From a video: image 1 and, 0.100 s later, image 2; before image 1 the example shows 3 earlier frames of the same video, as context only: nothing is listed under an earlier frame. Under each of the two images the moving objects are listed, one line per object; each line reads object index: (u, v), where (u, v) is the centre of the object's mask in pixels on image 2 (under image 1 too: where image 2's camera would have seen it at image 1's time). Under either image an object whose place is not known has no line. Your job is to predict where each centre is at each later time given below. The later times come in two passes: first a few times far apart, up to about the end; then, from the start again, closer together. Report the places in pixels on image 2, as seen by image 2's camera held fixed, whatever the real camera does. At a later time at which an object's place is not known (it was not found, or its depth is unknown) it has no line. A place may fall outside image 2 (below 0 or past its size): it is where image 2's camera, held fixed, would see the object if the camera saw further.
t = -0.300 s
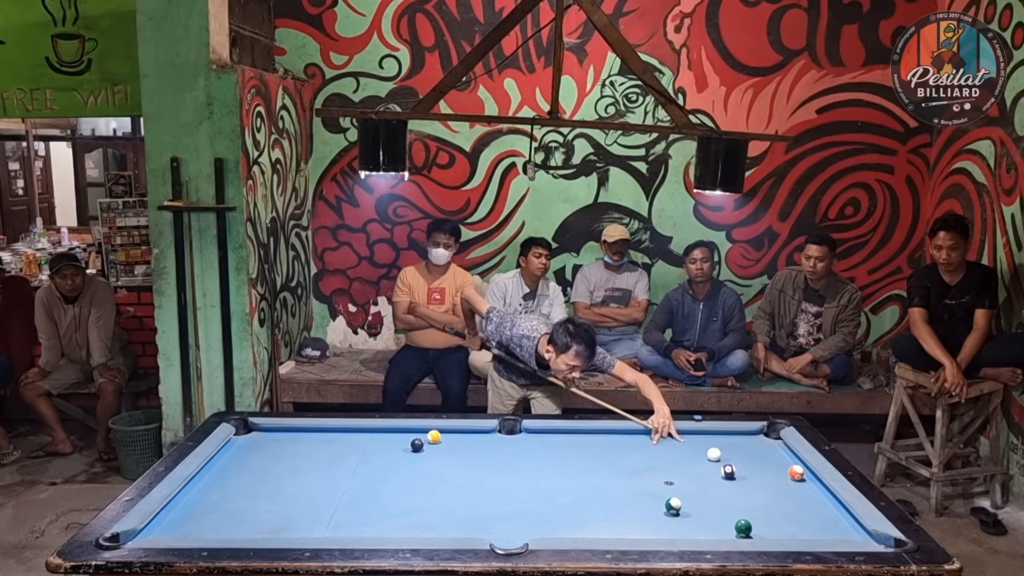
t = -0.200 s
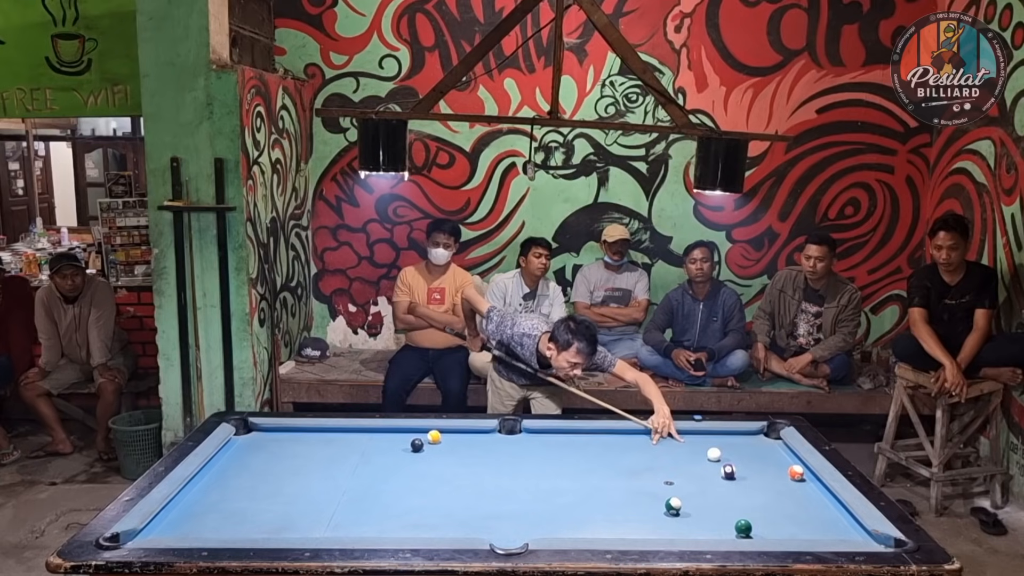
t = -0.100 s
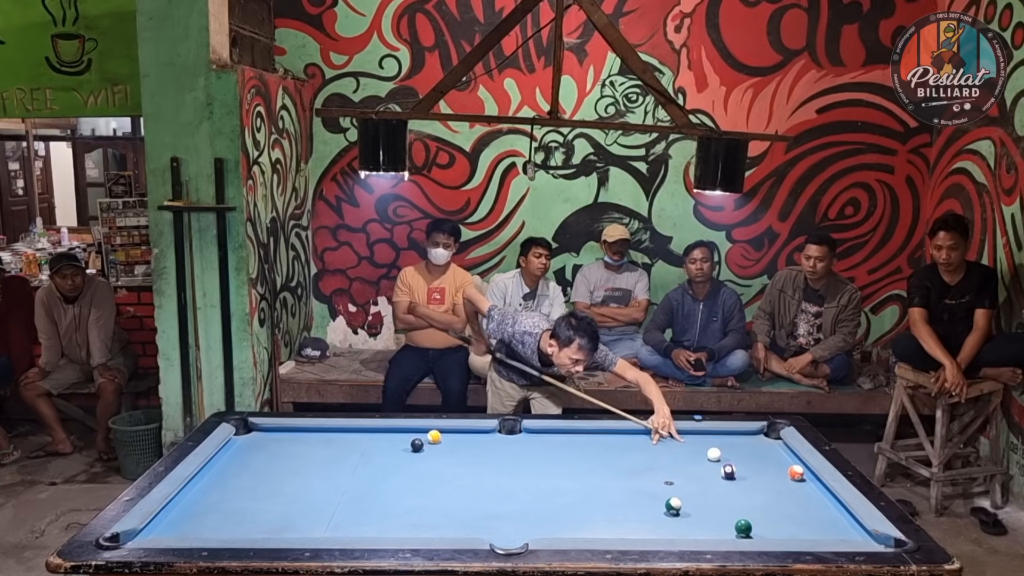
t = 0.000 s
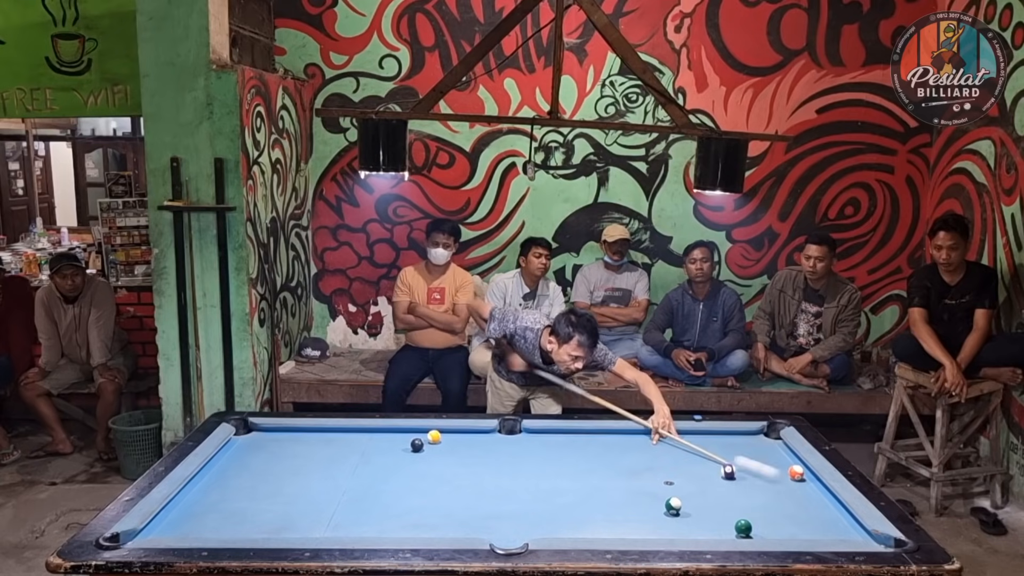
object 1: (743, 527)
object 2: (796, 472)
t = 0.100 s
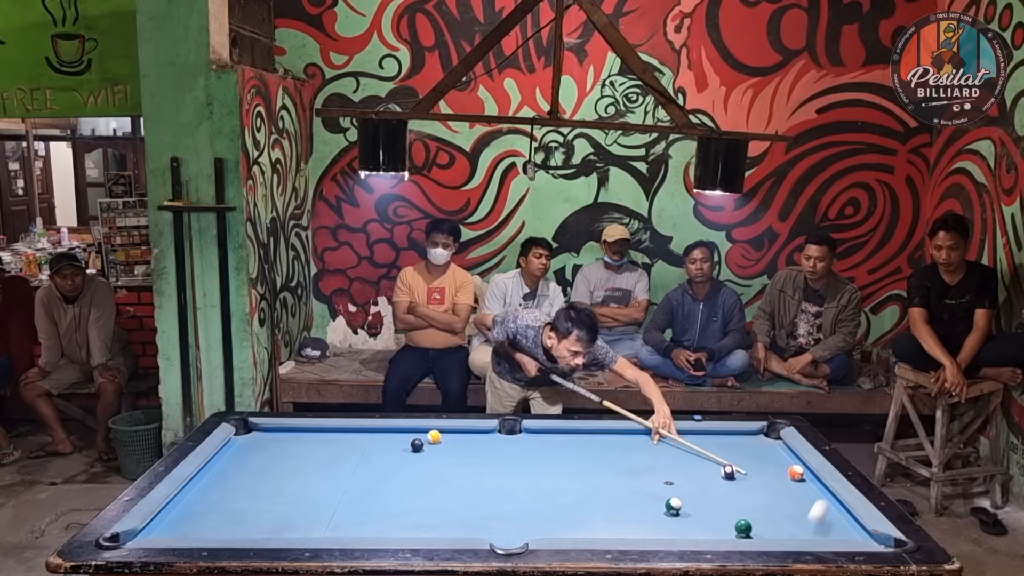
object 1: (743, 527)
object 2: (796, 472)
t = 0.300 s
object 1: (743, 527)
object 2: (796, 472)
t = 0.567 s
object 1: (743, 527)
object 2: (796, 472)
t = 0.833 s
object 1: (743, 527)
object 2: (796, 472)
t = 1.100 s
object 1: (755, 521)
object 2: (796, 472)
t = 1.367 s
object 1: (749, 489)
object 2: (796, 472)
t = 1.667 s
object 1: (744, 460)
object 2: (796, 472)
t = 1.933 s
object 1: (741, 439)
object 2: (796, 472)
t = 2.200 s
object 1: (752, 442)
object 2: (796, 472)
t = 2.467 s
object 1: (770, 457)
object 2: (796, 472)
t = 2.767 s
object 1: (784, 469)
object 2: (803, 475)
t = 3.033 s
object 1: (781, 475)
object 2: (813, 482)
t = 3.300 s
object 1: (780, 479)
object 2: (812, 487)
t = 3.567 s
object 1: (778, 484)
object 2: (811, 491)
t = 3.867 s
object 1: (777, 488)
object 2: (810, 496)
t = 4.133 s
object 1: (776, 490)
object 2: (810, 498)
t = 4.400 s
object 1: (775, 493)
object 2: (810, 501)
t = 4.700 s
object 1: (775, 494)
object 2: (810, 502)
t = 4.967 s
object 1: (774, 495)
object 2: (810, 503)
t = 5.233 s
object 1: (775, 495)
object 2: (810, 503)
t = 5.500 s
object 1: (775, 495)
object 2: (810, 503)
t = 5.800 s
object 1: (774, 495)
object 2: (810, 503)
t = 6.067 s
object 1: (775, 495)
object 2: (810, 503)
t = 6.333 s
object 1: (775, 495)
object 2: (810, 503)
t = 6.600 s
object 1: (774, 495)
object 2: (810, 503)
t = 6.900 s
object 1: (774, 495)
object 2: (810, 503)
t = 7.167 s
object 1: (774, 495)
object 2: (810, 503)
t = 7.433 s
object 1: (774, 495)
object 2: (810, 503)
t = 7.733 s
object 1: (775, 495)
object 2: (810, 503)
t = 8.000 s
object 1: (774, 495)
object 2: (810, 503)
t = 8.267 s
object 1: (774, 495)
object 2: (810, 503)
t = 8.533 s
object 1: (774, 495)
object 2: (810, 503)
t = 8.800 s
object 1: (774, 495)
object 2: (810, 503)
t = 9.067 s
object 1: (774, 495)
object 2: (810, 503)
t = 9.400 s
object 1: (774, 495)
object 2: (810, 503)
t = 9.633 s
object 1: (774, 495)
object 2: (810, 503)
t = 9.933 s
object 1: (774, 495)
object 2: (810, 503)
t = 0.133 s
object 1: (743, 527)
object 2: (796, 472)
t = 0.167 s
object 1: (743, 527)
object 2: (796, 472)
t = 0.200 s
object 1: (743, 527)
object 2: (796, 472)
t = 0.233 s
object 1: (743, 527)
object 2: (796, 472)
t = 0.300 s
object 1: (743, 527)
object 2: (796, 472)
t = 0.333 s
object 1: (743, 527)
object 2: (796, 472)
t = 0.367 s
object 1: (743, 527)
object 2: (796, 472)
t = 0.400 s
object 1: (743, 527)
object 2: (796, 472)
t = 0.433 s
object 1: (743, 527)
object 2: (796, 472)
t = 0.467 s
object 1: (743, 527)
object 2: (796, 472)
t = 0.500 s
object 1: (743, 527)
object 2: (796, 472)
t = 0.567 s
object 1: (743, 527)
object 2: (796, 472)
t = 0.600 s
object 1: (743, 527)
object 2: (796, 472)
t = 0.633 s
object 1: (743, 527)
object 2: (796, 472)
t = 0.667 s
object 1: (743, 527)
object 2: (796, 472)
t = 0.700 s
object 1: (743, 527)
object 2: (796, 472)
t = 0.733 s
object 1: (743, 527)
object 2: (796, 472)
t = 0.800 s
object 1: (743, 527)
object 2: (796, 472)
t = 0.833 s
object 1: (743, 527)
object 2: (796, 472)
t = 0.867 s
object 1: (743, 527)
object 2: (796, 472)
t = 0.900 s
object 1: (743, 527)
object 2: (796, 472)
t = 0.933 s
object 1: (748, 529)
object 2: (796, 472)
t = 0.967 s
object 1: (757, 534)
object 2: (796, 472)
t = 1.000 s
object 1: (757, 532)
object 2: (796, 472)
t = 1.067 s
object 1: (756, 526)
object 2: (796, 472)
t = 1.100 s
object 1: (755, 521)
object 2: (796, 472)
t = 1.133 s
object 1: (754, 516)
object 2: (796, 472)
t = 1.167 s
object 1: (753, 512)
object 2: (796, 472)
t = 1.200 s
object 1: (752, 508)
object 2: (796, 472)
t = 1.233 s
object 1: (752, 504)
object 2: (796, 472)
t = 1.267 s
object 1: (751, 500)
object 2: (796, 472)
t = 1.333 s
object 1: (750, 493)
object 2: (796, 472)
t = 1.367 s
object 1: (749, 489)
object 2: (796, 472)
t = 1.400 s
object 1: (749, 486)
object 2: (796, 472)
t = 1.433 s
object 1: (748, 481)
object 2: (796, 472)
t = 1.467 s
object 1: (747, 479)
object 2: (796, 472)
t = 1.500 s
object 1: (746, 475)
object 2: (796, 472)
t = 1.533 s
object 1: (746, 472)
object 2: (796, 472)
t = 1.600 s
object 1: (745, 466)
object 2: (796, 472)
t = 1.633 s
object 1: (745, 463)
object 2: (796, 472)
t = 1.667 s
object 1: (744, 460)
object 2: (796, 472)
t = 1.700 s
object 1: (743, 457)
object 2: (796, 472)
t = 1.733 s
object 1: (743, 454)
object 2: (796, 472)
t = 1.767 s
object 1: (743, 451)
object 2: (796, 472)
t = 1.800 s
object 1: (742, 449)
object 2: (796, 472)
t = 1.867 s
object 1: (741, 443)
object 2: (796, 472)
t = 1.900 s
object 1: (741, 441)
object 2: (796, 472)
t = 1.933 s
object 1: (741, 439)
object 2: (796, 472)
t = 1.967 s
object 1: (740, 436)
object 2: (796, 472)
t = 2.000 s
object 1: (740, 434)
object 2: (796, 472)
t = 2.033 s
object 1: (740, 434)
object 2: (796, 472)
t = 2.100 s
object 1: (745, 437)
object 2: (796, 472)
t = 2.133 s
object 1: (747, 439)
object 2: (796, 472)
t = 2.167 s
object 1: (749, 441)
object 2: (796, 472)
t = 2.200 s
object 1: (752, 442)
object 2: (796, 472)
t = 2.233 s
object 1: (754, 444)
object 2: (796, 472)
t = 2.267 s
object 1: (756, 446)
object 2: (796, 472)
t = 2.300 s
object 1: (758, 448)
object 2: (796, 472)
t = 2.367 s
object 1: (763, 451)
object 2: (796, 472)
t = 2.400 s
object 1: (765, 453)
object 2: (796, 472)
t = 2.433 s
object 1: (768, 455)
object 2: (796, 472)
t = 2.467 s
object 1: (770, 457)
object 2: (796, 472)
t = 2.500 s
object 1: (772, 458)
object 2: (796, 472)
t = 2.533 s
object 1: (775, 460)
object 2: (796, 472)
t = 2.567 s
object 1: (777, 462)
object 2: (796, 472)
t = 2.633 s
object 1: (782, 466)
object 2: (796, 472)
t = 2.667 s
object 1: (783, 467)
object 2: (796, 472)
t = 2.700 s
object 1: (784, 468)
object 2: (798, 473)
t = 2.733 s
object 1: (784, 469)
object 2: (801, 474)
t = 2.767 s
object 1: (784, 469)
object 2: (803, 475)
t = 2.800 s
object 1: (783, 470)
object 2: (806, 477)
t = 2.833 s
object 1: (783, 471)
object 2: (808, 478)
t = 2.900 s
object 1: (782, 472)
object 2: (813, 480)
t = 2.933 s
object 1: (782, 473)
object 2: (813, 481)
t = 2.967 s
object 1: (782, 474)
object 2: (814, 481)
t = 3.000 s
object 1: (782, 474)
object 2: (813, 482)
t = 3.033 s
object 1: (781, 475)
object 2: (813, 482)
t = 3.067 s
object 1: (781, 475)
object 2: (813, 483)
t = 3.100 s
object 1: (781, 476)
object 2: (813, 483)
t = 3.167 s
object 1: (780, 477)
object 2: (812, 485)
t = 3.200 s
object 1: (780, 478)
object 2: (812, 485)
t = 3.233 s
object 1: (780, 478)
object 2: (812, 486)
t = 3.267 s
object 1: (780, 479)
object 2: (812, 486)
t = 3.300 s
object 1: (780, 479)
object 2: (812, 487)
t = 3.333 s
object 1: (779, 480)
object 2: (811, 488)
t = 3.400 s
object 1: (779, 481)
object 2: (812, 488)
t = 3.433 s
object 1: (779, 482)
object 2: (811, 489)
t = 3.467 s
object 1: (778, 482)
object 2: (811, 490)
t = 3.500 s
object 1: (778, 483)
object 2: (811, 490)
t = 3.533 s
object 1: (778, 483)
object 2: (811, 491)
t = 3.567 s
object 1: (778, 484)
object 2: (811, 491)
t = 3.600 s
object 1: (778, 484)
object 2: (810, 492)
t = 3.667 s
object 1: (778, 485)
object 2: (810, 493)
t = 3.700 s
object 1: (778, 485)
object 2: (810, 493)
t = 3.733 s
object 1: (778, 486)
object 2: (810, 494)
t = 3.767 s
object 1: (777, 486)
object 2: (810, 495)
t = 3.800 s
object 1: (777, 487)
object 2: (810, 495)
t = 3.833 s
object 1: (777, 487)
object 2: (810, 495)
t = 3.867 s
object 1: (777, 488)
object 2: (810, 496)
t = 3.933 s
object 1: (777, 488)
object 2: (810, 496)
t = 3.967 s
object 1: (777, 489)
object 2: (810, 497)
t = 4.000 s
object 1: (777, 489)
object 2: (810, 497)
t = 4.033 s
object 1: (776, 490)
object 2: (810, 497)
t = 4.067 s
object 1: (776, 490)
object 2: (810, 497)
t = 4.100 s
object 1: (776, 490)
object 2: (810, 498)
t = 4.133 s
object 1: (776, 490)
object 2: (810, 498)
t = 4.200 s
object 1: (776, 491)
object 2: (810, 499)
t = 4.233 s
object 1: (776, 491)
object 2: (810, 499)
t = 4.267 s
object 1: (776, 492)
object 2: (810, 499)
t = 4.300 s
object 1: (776, 492)
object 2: (810, 500)
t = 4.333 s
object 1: (776, 492)
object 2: (810, 500)
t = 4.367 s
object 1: (775, 492)
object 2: (810, 500)
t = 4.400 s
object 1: (775, 493)
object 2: (810, 501)
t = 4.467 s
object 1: (775, 493)
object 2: (810, 501)
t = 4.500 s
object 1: (775, 493)
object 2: (810, 501)
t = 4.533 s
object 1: (775, 493)
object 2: (810, 501)
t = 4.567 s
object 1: (775, 493)
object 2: (810, 501)
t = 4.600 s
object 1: (775, 494)
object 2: (810, 502)
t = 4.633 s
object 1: (775, 494)
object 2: (810, 502)
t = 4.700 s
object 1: (775, 494)
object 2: (810, 502)
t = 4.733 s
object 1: (775, 494)
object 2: (810, 502)
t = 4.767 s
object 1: (775, 494)
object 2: (810, 502)
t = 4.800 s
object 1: (774, 495)
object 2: (810, 502)
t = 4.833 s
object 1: (774, 495)
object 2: (810, 502)
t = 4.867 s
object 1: (774, 495)
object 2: (810, 502)
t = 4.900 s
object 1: (774, 495)
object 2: (810, 502)
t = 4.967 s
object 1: (774, 495)
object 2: (810, 503)
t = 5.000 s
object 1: (774, 495)
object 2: (810, 503)
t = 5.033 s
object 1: (774, 495)
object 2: (810, 503)
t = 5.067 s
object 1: (775, 495)
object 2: (810, 503)
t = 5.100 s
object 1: (774, 495)
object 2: (810, 503)
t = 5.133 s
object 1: (775, 495)
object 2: (810, 503)
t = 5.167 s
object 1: (775, 495)
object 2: (810, 503)
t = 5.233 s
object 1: (775, 495)
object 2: (810, 503)
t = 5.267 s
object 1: (774, 495)
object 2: (810, 503)
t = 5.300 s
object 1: (775, 495)
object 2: (810, 503)
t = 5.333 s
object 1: (775, 495)
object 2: (810, 503)
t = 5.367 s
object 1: (774, 495)
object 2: (810, 503)
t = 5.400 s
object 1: (774, 495)
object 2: (810, 503)
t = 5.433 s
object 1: (774, 495)
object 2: (810, 503)
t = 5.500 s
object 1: (775, 495)
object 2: (810, 503)
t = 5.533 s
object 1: (775, 495)
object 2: (810, 503)
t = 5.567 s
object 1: (774, 495)
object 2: (810, 503)
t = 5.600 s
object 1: (775, 495)
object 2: (810, 503)
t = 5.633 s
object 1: (774, 495)
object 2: (810, 503)
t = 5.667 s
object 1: (774, 495)
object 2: (810, 503)
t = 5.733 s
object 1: (774, 495)
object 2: (810, 503)
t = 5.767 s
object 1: (775, 495)
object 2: (810, 503)
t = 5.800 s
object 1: (774, 495)
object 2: (810, 503)
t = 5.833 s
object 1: (775, 495)
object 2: (810, 503)
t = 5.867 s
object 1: (774, 495)
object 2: (810, 503)
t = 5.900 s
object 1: (775, 495)
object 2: (810, 503)
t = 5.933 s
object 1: (775, 495)
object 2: (810, 503)
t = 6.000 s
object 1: (775, 495)
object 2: (810, 503)
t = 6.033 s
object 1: (774, 495)
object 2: (810, 503)
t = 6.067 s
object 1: (775, 495)
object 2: (810, 503)
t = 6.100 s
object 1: (775, 495)
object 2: (810, 503)
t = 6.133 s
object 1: (775, 495)
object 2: (810, 503)
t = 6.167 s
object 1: (774, 495)
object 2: (810, 503)
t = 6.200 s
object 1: (775, 495)
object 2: (810, 503)
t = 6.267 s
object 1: (775, 495)
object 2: (810, 503)
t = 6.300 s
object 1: (775, 494)
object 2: (810, 503)
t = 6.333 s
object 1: (775, 495)
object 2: (810, 503)
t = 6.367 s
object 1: (775, 495)
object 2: (810, 503)
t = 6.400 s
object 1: (775, 495)
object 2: (810, 503)
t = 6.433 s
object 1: (775, 495)
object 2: (810, 503)
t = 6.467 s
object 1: (775, 495)
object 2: (810, 502)
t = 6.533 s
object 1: (775, 495)
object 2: (810, 503)
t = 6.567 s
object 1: (774, 495)
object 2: (810, 503)
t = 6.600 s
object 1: (774, 495)
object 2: (810, 503)
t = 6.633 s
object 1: (775, 495)
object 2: (810, 503)
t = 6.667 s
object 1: (774, 495)
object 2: (810, 503)
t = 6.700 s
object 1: (774, 495)
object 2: (810, 503)
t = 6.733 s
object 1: (774, 495)
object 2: (810, 503)
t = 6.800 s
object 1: (774, 495)
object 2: (810, 503)
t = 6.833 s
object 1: (775, 495)
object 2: (810, 503)
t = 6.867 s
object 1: (774, 495)
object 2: (810, 503)
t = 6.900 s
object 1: (774, 495)
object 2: (810, 503)
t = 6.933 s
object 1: (774, 495)
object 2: (810, 503)
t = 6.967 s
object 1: (775, 495)
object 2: (810, 503)
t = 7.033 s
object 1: (775, 495)
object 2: (810, 503)
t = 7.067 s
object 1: (774, 495)
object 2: (810, 503)
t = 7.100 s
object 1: (775, 495)
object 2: (810, 503)
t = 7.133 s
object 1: (774, 495)
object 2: (810, 503)
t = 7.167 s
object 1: (774, 495)
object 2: (810, 503)
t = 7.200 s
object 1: (775, 495)
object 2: (810, 503)
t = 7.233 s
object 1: (775, 494)
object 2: (810, 503)
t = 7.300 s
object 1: (774, 495)
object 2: (810, 503)
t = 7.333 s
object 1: (774, 495)
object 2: (810, 503)
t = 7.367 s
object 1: (774, 495)
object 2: (810, 503)
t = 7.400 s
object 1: (774, 495)
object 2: (810, 503)
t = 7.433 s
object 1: (774, 495)
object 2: (810, 503)
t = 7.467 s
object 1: (774, 495)
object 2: (810, 503)
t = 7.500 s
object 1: (775, 495)
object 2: (810, 503)
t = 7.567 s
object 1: (774, 495)
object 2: (810, 503)
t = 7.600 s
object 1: (774, 495)
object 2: (810, 503)
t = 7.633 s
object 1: (774, 495)
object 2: (810, 503)
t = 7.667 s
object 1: (775, 495)
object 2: (810, 503)
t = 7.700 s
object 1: (775, 495)
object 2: (810, 503)
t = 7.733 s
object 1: (775, 495)
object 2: (810, 503)
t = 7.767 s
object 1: (774, 495)
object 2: (810, 503)
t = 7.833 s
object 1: (775, 495)
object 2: (810, 503)
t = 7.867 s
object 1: (774, 495)
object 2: (810, 503)
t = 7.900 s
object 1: (775, 495)
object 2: (810, 503)
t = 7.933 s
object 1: (775, 495)
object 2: (810, 503)
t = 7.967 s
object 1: (775, 495)
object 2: (810, 503)
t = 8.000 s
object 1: (774, 495)
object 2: (810, 503)
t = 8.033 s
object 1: (774, 495)
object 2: (810, 503)
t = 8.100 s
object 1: (774, 495)
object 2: (810, 503)
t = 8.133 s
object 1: (775, 495)
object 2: (810, 503)
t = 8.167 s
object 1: (774, 495)
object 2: (810, 503)
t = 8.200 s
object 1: (774, 495)
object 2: (810, 503)
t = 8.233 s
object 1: (774, 495)
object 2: (810, 503)
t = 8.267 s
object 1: (774, 495)
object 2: (810, 503)
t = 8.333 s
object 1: (774, 495)
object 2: (810, 503)
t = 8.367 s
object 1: (775, 495)
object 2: (810, 503)
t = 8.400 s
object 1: (775, 495)
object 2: (810, 503)
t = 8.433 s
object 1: (775, 495)
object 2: (810, 503)
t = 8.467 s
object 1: (775, 495)
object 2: (810, 503)
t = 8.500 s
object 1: (774, 495)
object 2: (810, 503)
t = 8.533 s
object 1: (774, 495)
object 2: (810, 503)
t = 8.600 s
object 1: (774, 495)
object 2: (810, 503)
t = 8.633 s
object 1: (774, 495)
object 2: (810, 503)
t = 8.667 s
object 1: (774, 495)
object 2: (810, 503)
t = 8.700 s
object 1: (774, 495)
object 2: (810, 503)
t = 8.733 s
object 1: (774, 495)
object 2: (810, 503)
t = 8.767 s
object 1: (774, 495)
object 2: (810, 503)
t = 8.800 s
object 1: (774, 495)
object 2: (810, 503)
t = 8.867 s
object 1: (774, 495)
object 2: (810, 503)
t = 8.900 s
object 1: (775, 495)
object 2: (810, 503)
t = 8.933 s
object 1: (774, 495)
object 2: (810, 503)
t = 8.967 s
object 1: (774, 495)
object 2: (810, 503)
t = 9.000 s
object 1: (774, 495)
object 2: (810, 503)
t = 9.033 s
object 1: (774, 495)
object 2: (810, 503)
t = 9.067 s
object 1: (774, 495)
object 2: (810, 503)
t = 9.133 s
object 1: (774, 495)
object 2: (810, 503)
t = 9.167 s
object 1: (774, 495)
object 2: (810, 503)
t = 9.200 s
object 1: (775, 495)
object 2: (810, 503)
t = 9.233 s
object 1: (774, 495)
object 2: (810, 503)
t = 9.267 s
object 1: (774, 495)
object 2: (810, 503)
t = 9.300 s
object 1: (774, 495)
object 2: (810, 503)
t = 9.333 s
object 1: (774, 495)
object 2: (810, 503)
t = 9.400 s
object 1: (774, 495)
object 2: (810, 503)
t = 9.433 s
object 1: (774, 495)
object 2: (810, 503)
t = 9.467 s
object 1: (774, 495)
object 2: (810, 503)
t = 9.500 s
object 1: (774, 495)
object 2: (810, 503)
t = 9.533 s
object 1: (774, 495)
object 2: (810, 503)
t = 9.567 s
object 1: (774, 495)
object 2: (810, 503)
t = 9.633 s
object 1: (774, 495)
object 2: (810, 503)
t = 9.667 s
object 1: (774, 495)
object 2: (810, 503)
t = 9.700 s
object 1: (775, 495)
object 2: (810, 503)
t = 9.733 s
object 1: (775, 495)
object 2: (810, 503)
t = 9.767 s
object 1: (775, 495)
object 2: (810, 503)
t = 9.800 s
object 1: (775, 495)
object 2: (810, 503)
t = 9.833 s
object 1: (775, 495)
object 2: (810, 503)
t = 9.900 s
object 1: (774, 495)
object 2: (810, 503)
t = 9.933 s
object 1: (774, 495)
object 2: (810, 503)
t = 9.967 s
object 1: (774, 495)
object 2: (810, 503)
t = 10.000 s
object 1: (774, 495)
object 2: (810, 503)
